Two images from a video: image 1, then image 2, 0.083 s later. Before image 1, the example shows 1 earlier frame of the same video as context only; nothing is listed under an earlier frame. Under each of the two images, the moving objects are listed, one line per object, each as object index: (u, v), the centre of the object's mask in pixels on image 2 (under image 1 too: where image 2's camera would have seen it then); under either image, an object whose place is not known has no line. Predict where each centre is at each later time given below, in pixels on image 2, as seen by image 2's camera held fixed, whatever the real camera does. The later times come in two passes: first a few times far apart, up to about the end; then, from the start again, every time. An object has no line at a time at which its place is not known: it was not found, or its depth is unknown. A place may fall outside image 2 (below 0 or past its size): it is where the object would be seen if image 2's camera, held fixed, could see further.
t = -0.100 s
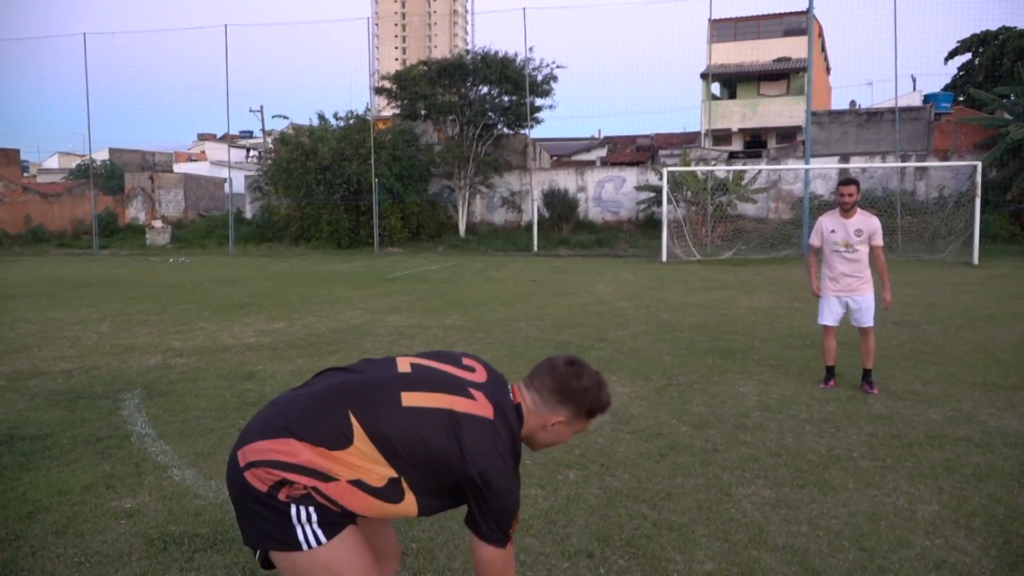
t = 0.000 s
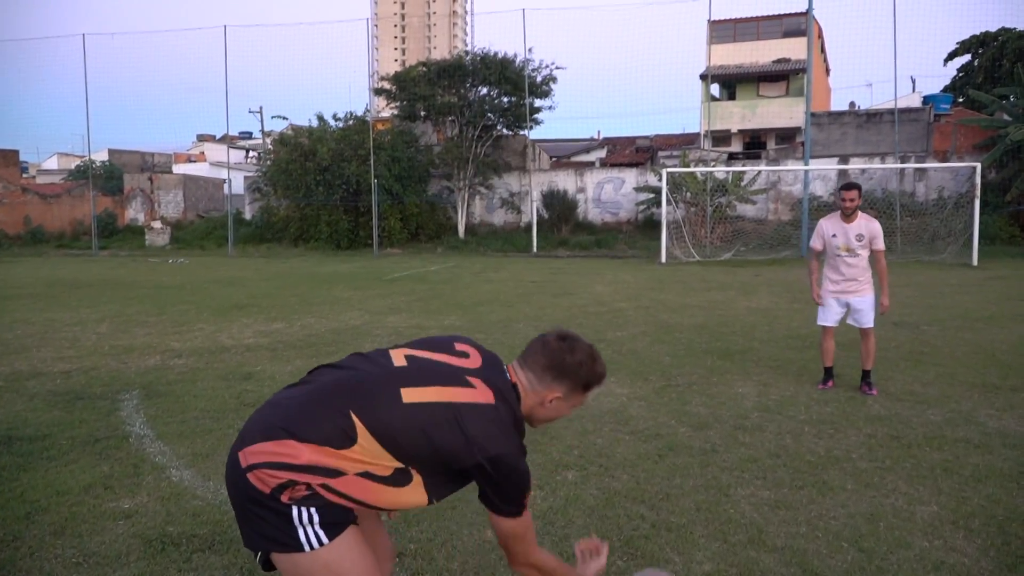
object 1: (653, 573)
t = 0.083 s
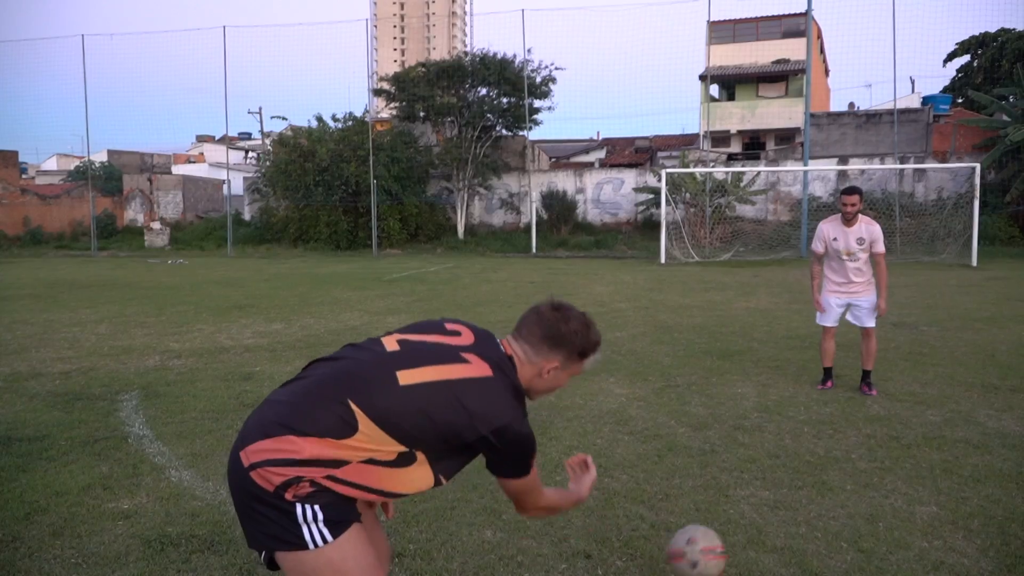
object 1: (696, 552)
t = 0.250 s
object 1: (753, 508)
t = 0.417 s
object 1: (785, 469)
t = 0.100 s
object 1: (704, 548)
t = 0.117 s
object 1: (711, 543)
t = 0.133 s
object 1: (717, 538)
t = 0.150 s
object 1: (723, 534)
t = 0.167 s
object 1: (729, 531)
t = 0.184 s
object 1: (735, 529)
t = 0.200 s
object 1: (740, 528)
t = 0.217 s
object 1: (744, 523)
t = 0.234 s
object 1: (748, 516)
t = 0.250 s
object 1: (753, 508)
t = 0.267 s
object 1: (757, 500)
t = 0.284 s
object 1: (760, 494)
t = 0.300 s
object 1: (764, 489)
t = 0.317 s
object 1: (767, 484)
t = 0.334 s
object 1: (770, 480)
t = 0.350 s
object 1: (774, 476)
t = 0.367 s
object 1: (777, 474)
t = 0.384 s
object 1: (779, 472)
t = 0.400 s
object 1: (782, 470)
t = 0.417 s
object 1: (785, 469)
